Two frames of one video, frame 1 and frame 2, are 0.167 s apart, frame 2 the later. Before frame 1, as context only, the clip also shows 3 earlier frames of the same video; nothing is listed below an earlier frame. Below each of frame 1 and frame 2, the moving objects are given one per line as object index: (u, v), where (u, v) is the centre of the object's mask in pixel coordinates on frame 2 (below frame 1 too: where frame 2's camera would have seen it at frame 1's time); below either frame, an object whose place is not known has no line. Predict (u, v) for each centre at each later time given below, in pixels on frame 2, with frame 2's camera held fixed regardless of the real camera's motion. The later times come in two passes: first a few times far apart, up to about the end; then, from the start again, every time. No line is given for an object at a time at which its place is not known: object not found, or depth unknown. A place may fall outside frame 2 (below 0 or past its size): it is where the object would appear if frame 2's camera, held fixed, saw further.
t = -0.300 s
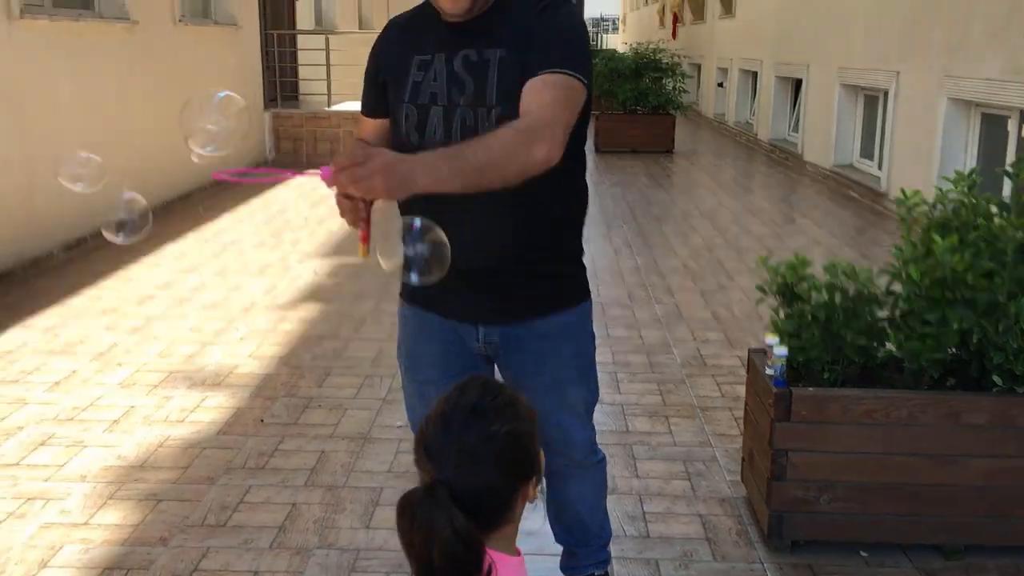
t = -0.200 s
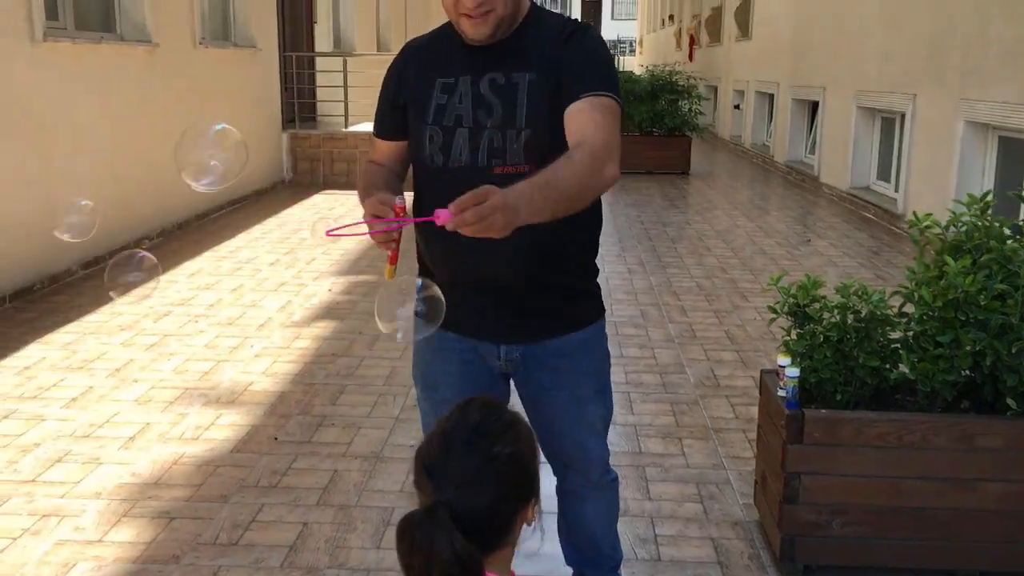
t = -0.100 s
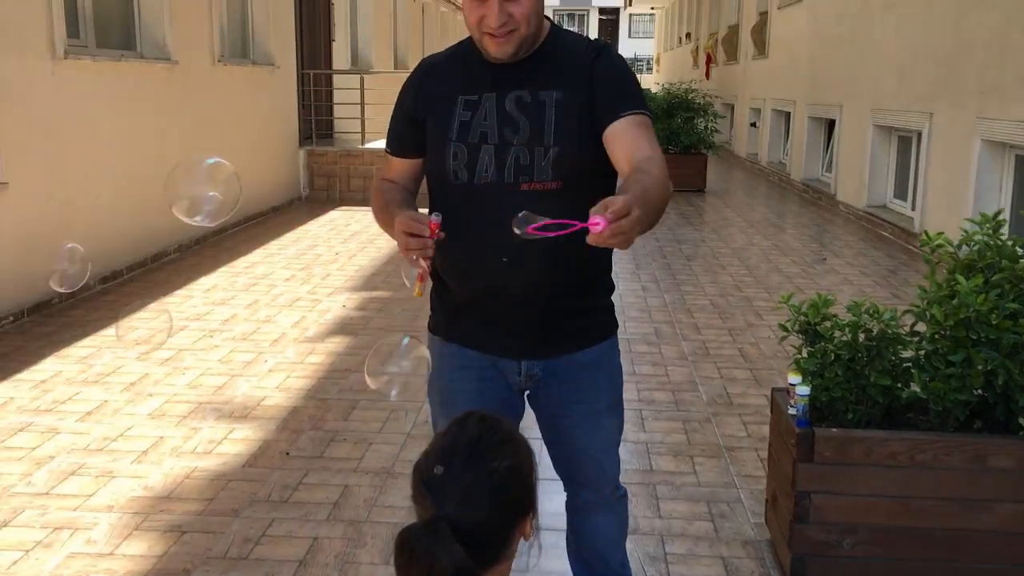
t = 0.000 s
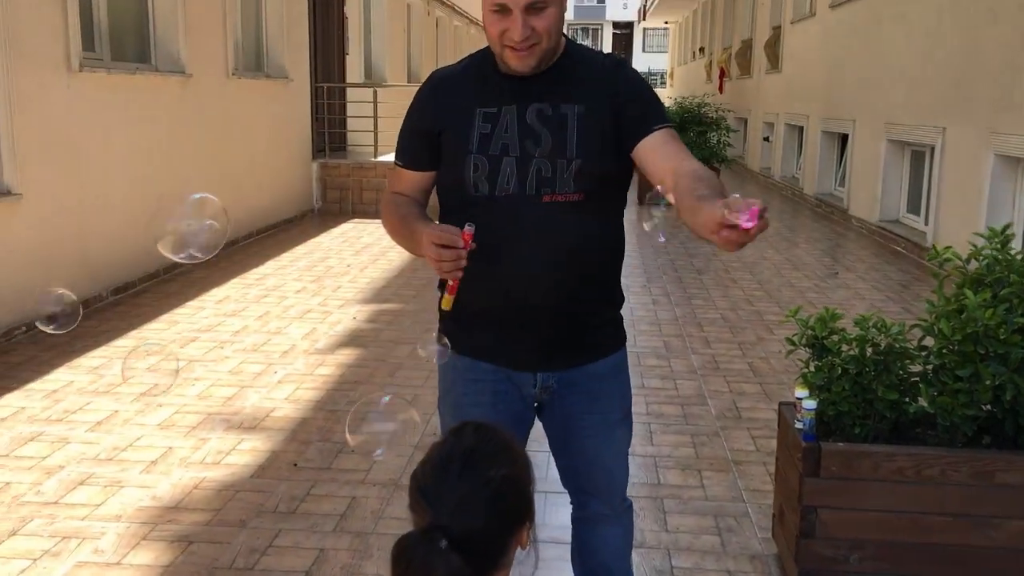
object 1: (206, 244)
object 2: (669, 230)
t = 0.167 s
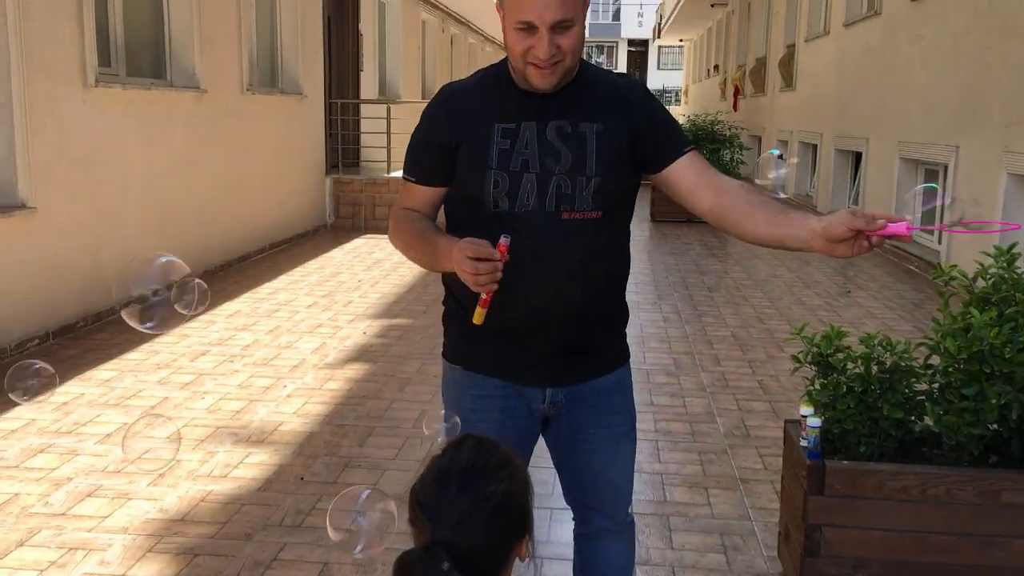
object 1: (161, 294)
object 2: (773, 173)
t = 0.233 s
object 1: (136, 317)
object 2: (805, 150)
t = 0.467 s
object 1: (69, 414)
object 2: (891, 78)
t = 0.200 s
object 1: (151, 306)
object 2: (794, 161)
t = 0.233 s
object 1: (136, 317)
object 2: (805, 150)
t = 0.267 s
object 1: (127, 329)
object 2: (819, 137)
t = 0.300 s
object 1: (118, 342)
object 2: (832, 127)
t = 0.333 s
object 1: (107, 356)
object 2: (843, 116)
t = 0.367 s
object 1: (98, 369)
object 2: (858, 107)
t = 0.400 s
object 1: (88, 384)
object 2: (868, 97)
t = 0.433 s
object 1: (79, 399)
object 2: (881, 87)
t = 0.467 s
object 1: (69, 414)
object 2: (891, 78)
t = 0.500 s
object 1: (61, 431)
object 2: (902, 70)
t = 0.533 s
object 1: (53, 448)
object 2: (912, 62)
